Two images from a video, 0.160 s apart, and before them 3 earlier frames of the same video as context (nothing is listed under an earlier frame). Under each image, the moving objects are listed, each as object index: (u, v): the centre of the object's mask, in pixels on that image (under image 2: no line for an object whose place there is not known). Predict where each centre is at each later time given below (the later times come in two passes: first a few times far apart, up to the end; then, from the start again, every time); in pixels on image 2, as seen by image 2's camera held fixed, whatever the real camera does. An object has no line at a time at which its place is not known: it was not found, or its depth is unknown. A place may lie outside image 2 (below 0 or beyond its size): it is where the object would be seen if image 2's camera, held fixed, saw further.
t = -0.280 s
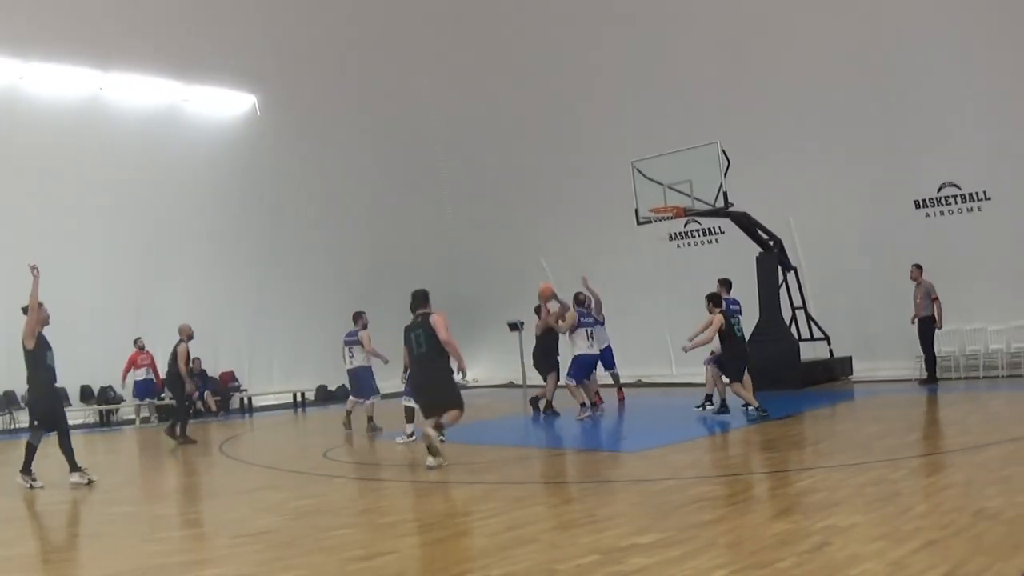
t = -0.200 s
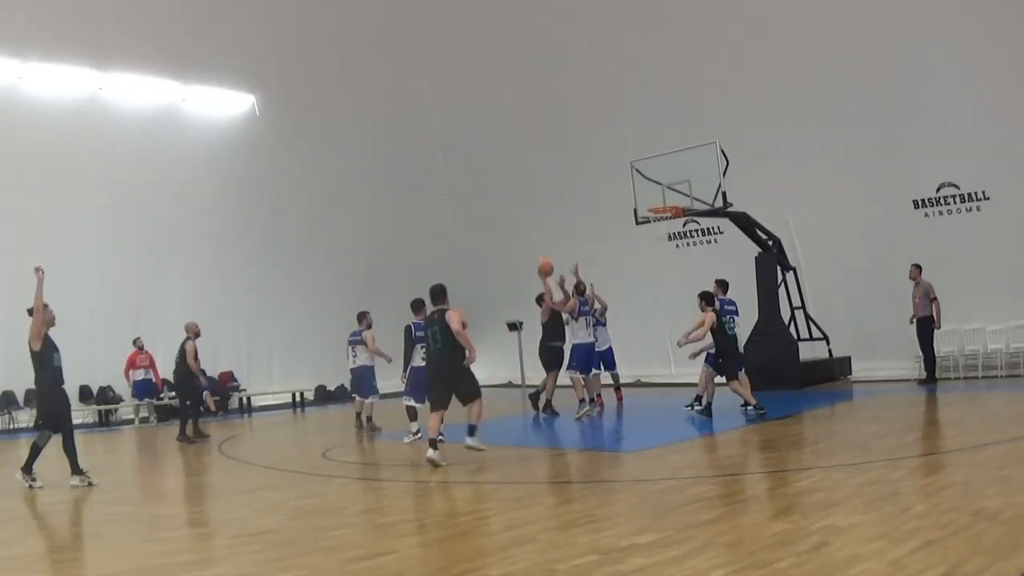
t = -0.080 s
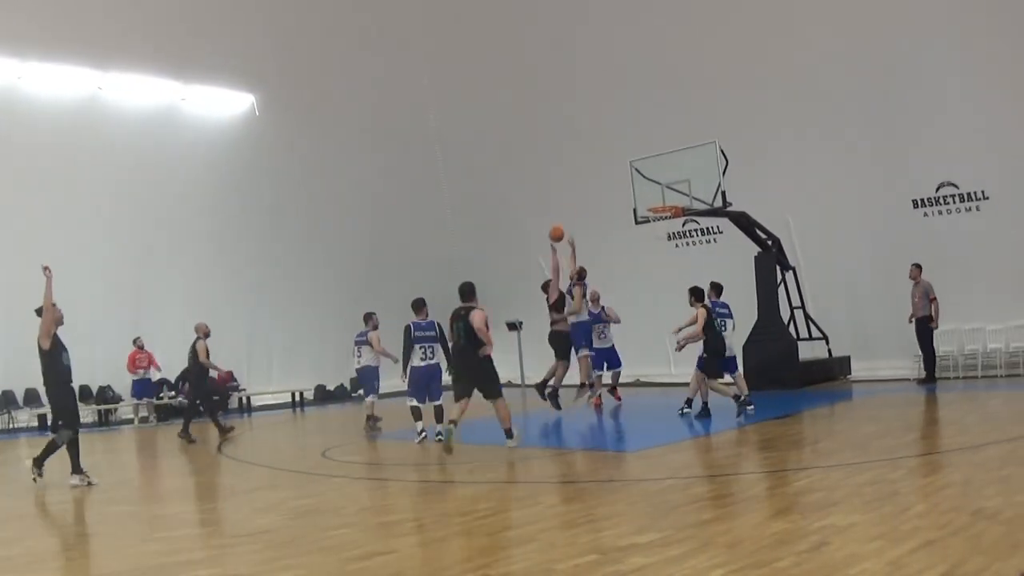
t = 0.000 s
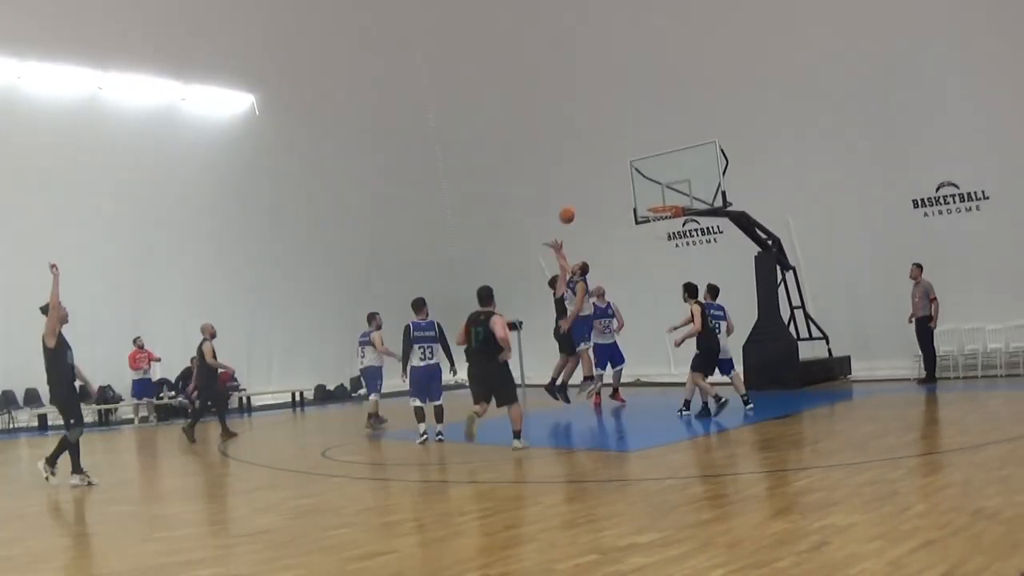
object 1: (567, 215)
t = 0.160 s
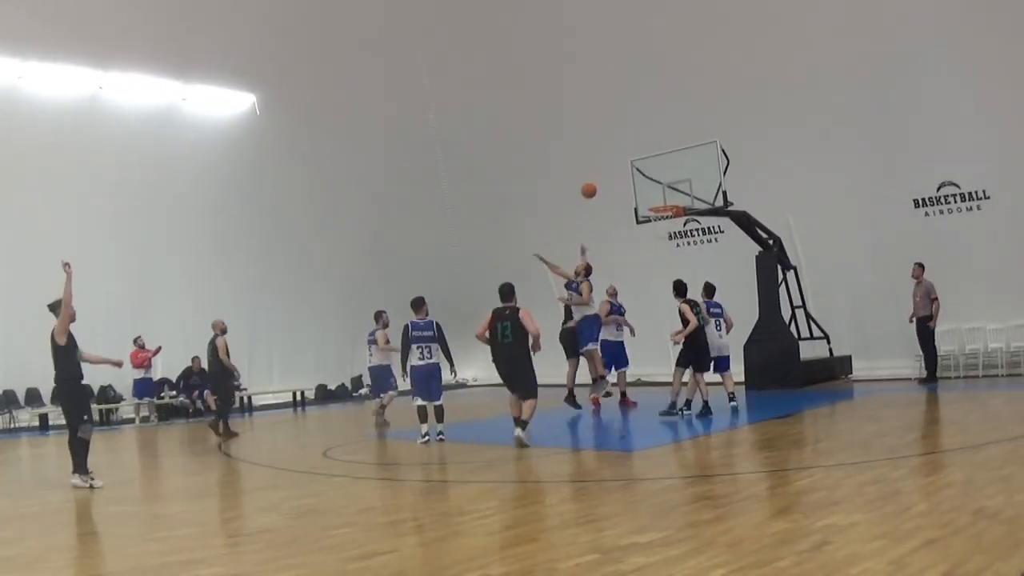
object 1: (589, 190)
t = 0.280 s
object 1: (605, 182)
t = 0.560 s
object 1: (647, 198)
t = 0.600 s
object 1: (653, 204)
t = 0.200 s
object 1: (594, 187)
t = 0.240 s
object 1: (600, 184)
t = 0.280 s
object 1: (605, 182)
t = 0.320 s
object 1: (611, 181)
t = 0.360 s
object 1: (617, 182)
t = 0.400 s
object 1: (623, 183)
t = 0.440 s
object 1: (629, 186)
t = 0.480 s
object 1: (635, 188)
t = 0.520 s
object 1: (641, 193)
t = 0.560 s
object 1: (647, 198)
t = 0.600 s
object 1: (653, 204)
